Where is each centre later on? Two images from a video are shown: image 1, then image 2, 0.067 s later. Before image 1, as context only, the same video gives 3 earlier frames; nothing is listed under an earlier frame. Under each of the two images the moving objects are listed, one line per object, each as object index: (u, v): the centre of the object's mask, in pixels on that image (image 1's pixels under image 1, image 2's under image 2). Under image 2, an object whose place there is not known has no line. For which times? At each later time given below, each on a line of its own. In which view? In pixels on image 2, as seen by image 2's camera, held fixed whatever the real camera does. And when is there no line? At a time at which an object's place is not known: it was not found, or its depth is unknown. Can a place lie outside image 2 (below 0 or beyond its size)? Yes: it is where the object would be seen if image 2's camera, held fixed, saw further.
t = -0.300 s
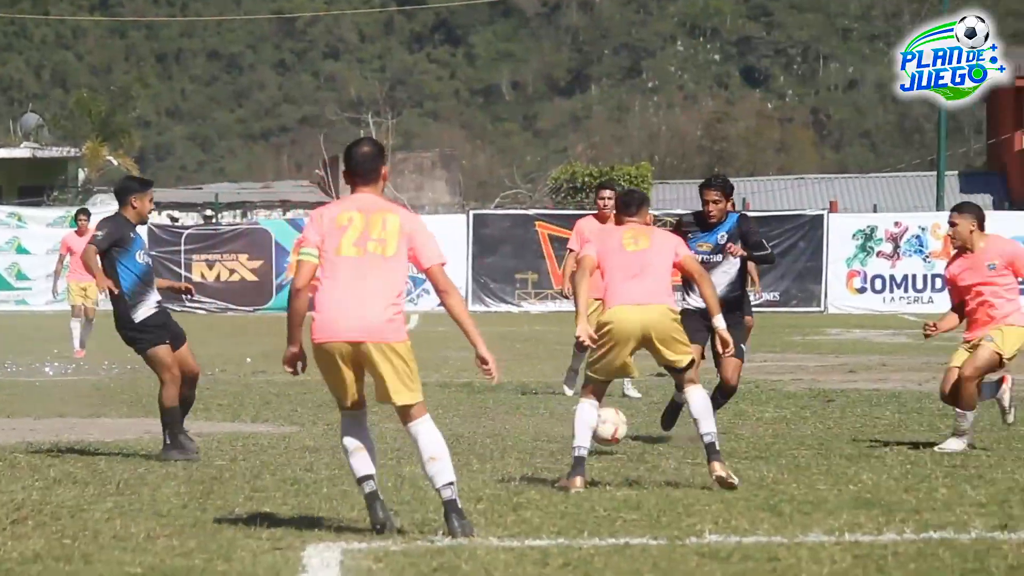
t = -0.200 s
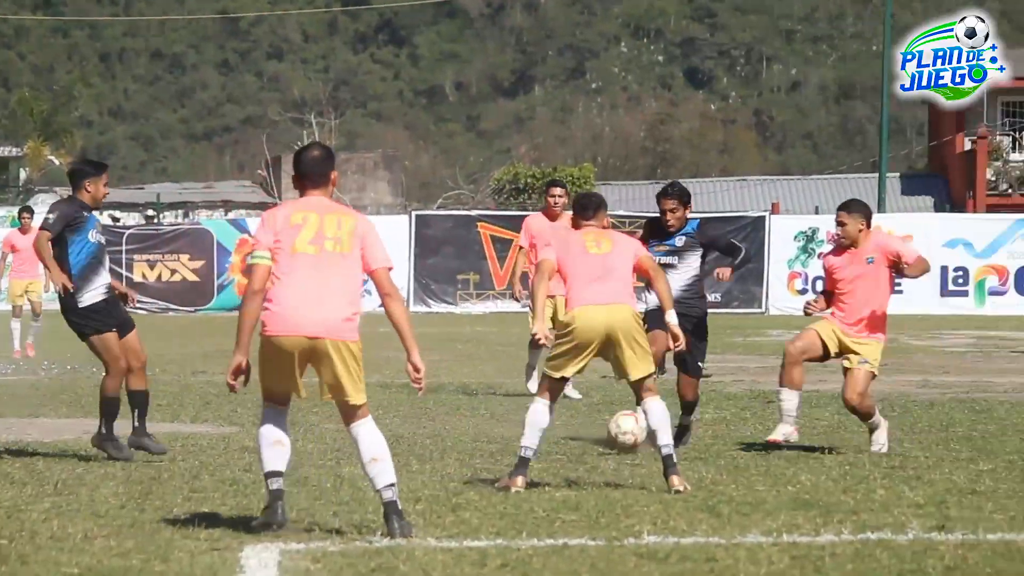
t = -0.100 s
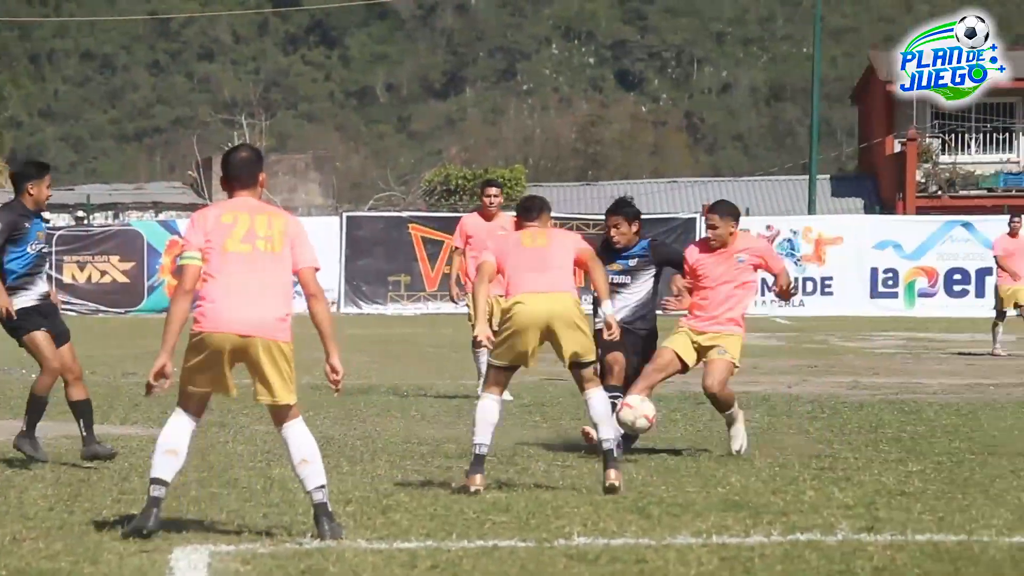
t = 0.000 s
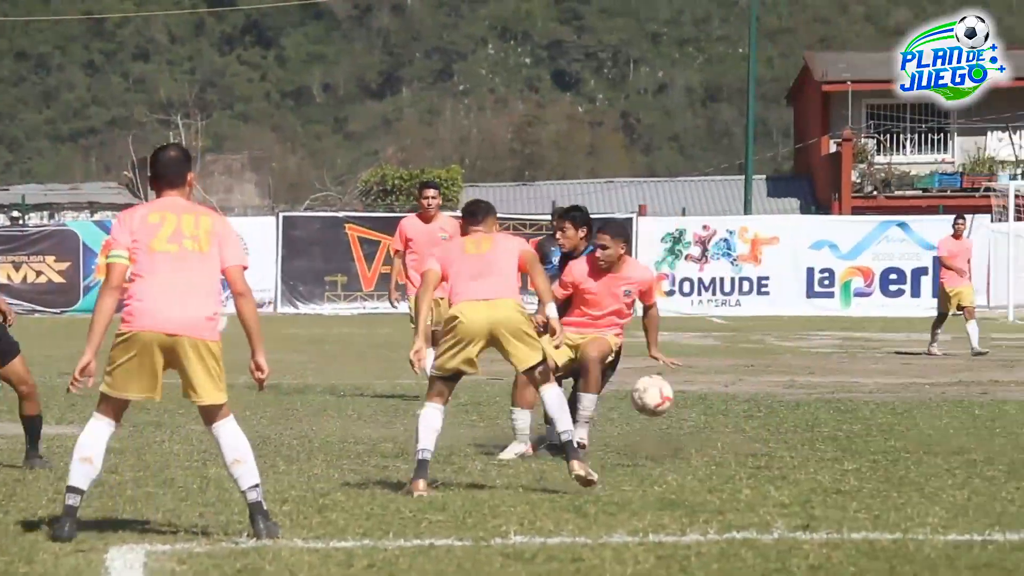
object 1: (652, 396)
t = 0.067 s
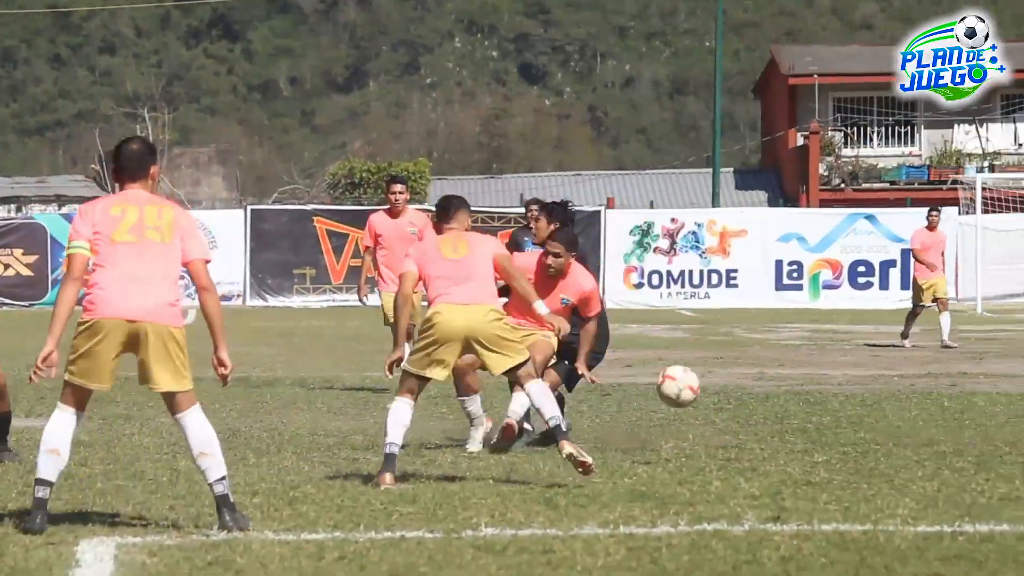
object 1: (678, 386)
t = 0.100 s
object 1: (703, 387)
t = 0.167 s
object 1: (762, 400)
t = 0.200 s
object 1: (797, 403)
